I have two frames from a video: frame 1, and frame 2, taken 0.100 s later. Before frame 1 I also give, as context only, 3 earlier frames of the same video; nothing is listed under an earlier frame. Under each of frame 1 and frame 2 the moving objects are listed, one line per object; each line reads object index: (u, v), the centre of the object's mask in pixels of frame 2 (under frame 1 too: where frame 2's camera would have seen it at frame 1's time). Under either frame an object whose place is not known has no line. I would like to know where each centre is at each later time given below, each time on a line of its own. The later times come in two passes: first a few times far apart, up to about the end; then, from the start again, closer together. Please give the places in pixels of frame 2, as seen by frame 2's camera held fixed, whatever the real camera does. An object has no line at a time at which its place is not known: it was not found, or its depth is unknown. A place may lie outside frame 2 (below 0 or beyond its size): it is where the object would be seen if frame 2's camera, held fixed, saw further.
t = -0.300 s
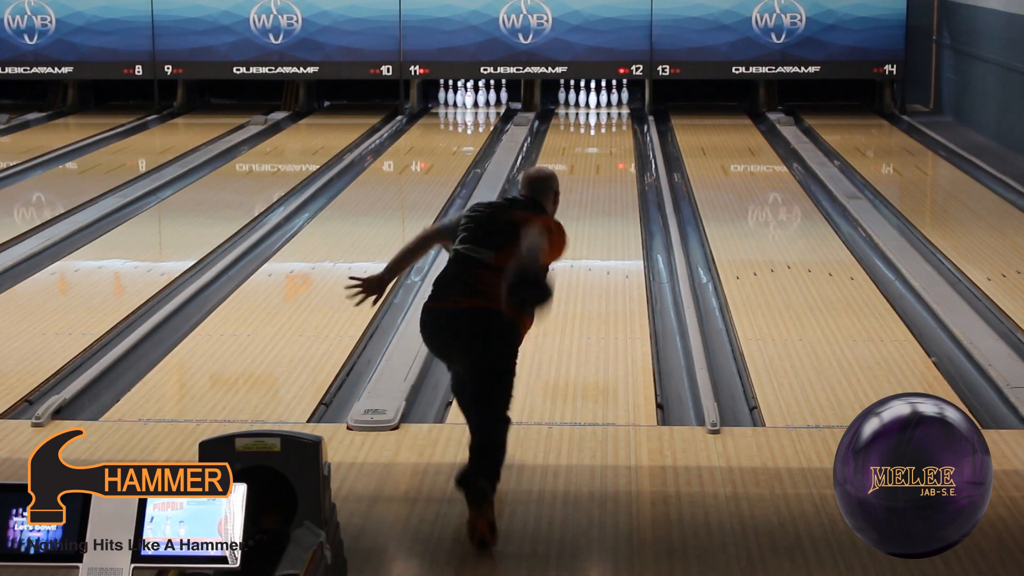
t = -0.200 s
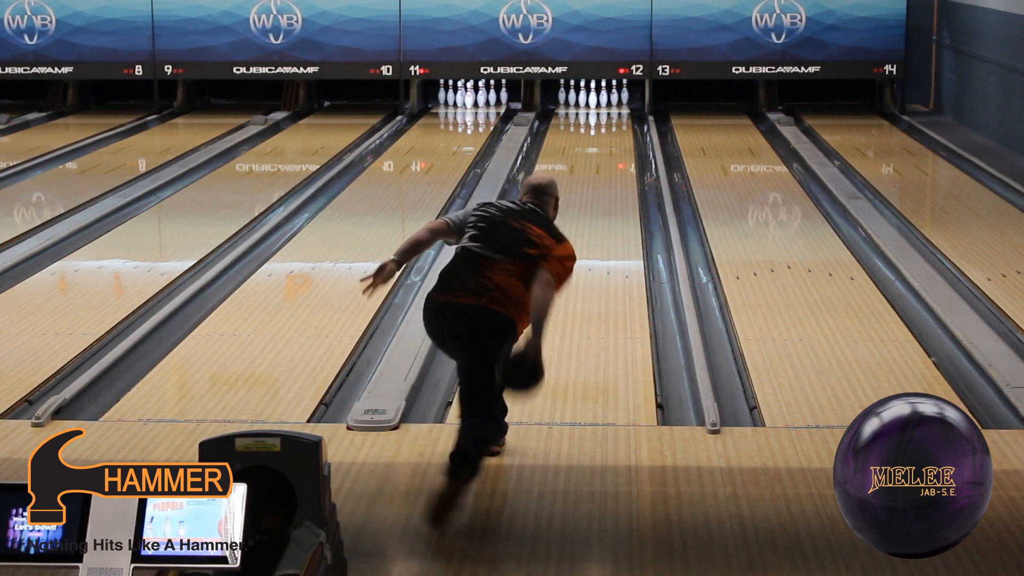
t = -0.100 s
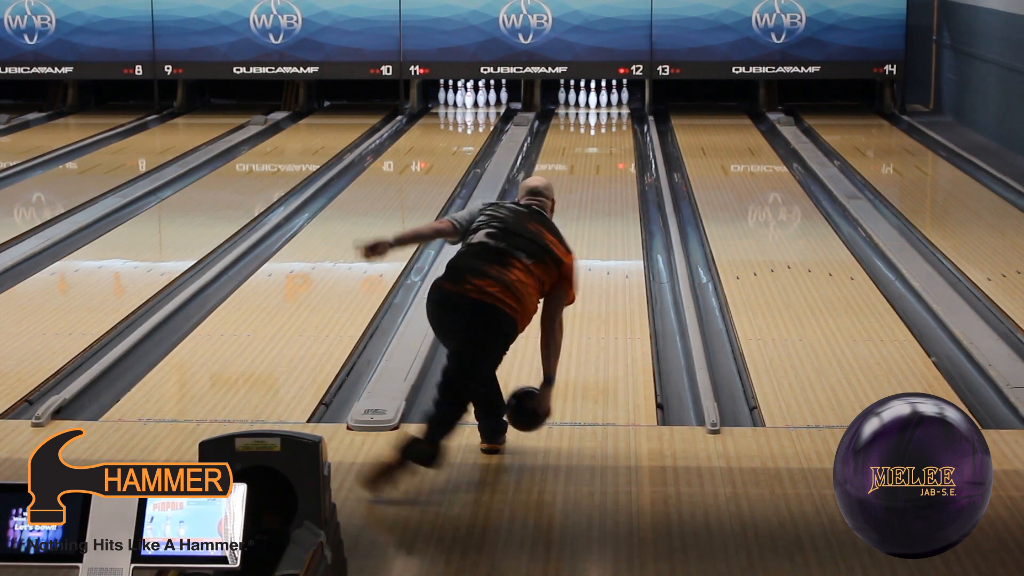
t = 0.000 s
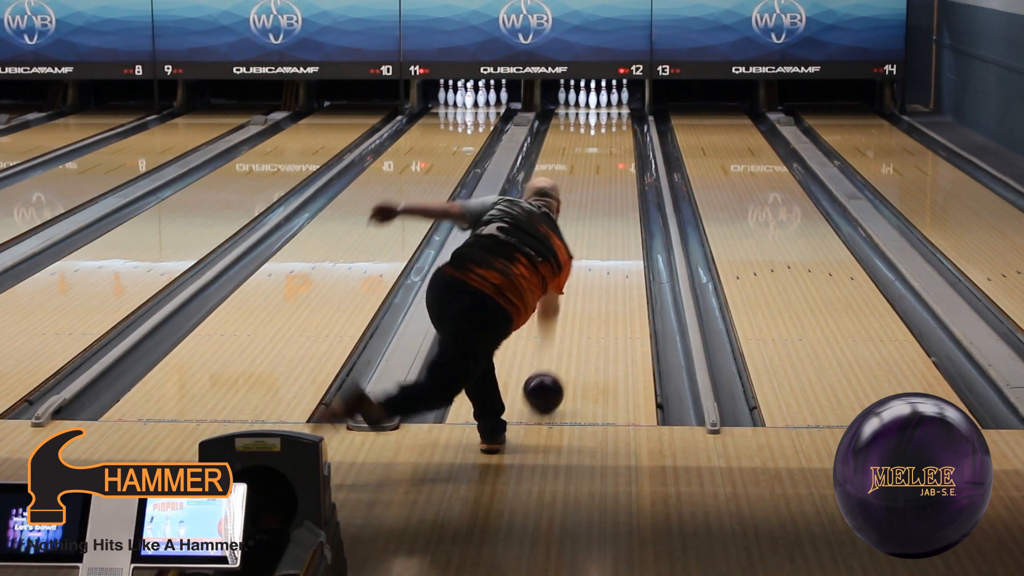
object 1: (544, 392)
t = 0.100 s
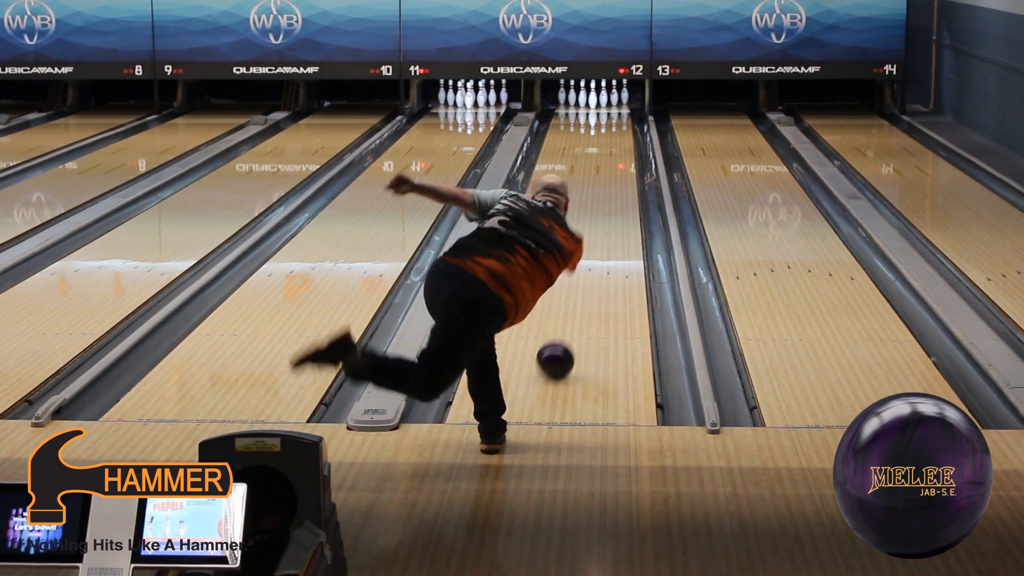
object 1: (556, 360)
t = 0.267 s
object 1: (572, 313)
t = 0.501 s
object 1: (589, 263)
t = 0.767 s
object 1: (603, 220)
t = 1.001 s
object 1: (610, 191)
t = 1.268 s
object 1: (617, 165)
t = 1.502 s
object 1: (620, 146)
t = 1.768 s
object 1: (621, 129)
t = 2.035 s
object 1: (616, 115)
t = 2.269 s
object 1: (605, 105)
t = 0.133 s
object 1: (560, 350)
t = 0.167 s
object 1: (563, 340)
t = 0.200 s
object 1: (566, 331)
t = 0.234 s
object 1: (569, 322)
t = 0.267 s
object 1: (572, 313)
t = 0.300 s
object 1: (575, 304)
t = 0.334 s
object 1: (577, 297)
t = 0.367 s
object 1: (579, 290)
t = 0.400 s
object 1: (582, 282)
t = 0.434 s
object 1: (584, 275)
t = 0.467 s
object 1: (586, 269)
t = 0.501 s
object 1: (589, 263)
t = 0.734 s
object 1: (603, 225)
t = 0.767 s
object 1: (603, 220)
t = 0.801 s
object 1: (603, 216)
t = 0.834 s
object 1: (604, 211)
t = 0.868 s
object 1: (606, 207)
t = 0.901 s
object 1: (607, 203)
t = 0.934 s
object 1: (608, 199)
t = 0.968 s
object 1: (609, 195)
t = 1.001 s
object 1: (610, 191)
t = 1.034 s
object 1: (611, 187)
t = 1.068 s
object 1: (612, 184)
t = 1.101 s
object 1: (613, 180)
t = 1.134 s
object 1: (614, 177)
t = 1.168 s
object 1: (614, 174)
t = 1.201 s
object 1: (616, 171)
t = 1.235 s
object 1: (616, 168)
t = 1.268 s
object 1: (617, 165)
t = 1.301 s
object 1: (618, 162)
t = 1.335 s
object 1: (618, 159)
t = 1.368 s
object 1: (619, 156)
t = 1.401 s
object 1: (619, 154)
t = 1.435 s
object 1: (620, 151)
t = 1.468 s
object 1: (620, 149)
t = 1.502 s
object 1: (620, 146)
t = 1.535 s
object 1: (621, 144)
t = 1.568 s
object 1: (621, 142)
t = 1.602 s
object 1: (621, 140)
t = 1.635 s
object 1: (622, 137)
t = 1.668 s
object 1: (621, 135)
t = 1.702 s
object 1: (621, 133)
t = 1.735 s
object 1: (622, 131)
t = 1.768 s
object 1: (621, 129)
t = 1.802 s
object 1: (621, 127)
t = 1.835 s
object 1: (621, 125)
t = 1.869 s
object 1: (620, 123)
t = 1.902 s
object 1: (619, 122)
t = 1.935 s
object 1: (618, 120)
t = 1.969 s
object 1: (618, 118)
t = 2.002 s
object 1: (617, 117)
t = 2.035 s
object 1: (616, 115)
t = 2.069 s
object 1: (614, 114)
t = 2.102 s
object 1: (613, 112)
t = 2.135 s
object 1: (612, 111)
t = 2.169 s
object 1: (610, 109)
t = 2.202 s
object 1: (608, 108)
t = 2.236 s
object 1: (607, 107)
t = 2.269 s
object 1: (605, 105)
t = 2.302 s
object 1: (604, 104)
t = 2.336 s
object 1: (602, 103)
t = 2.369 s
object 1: (601, 102)
